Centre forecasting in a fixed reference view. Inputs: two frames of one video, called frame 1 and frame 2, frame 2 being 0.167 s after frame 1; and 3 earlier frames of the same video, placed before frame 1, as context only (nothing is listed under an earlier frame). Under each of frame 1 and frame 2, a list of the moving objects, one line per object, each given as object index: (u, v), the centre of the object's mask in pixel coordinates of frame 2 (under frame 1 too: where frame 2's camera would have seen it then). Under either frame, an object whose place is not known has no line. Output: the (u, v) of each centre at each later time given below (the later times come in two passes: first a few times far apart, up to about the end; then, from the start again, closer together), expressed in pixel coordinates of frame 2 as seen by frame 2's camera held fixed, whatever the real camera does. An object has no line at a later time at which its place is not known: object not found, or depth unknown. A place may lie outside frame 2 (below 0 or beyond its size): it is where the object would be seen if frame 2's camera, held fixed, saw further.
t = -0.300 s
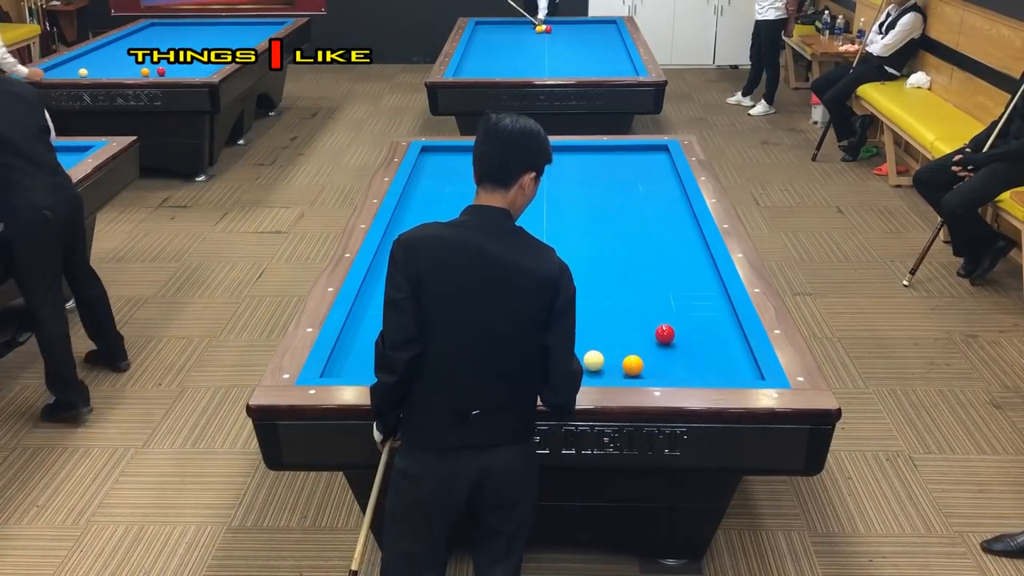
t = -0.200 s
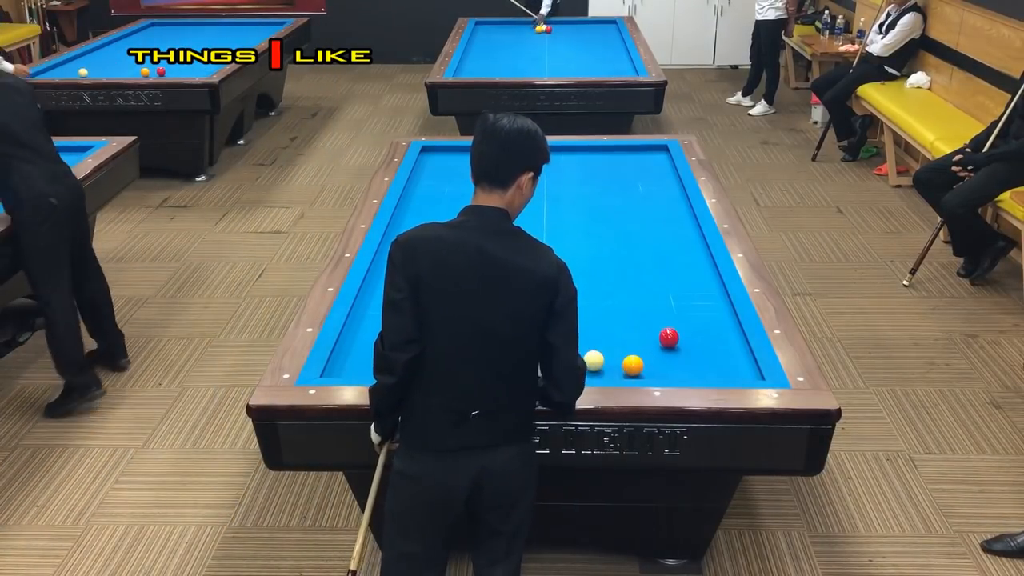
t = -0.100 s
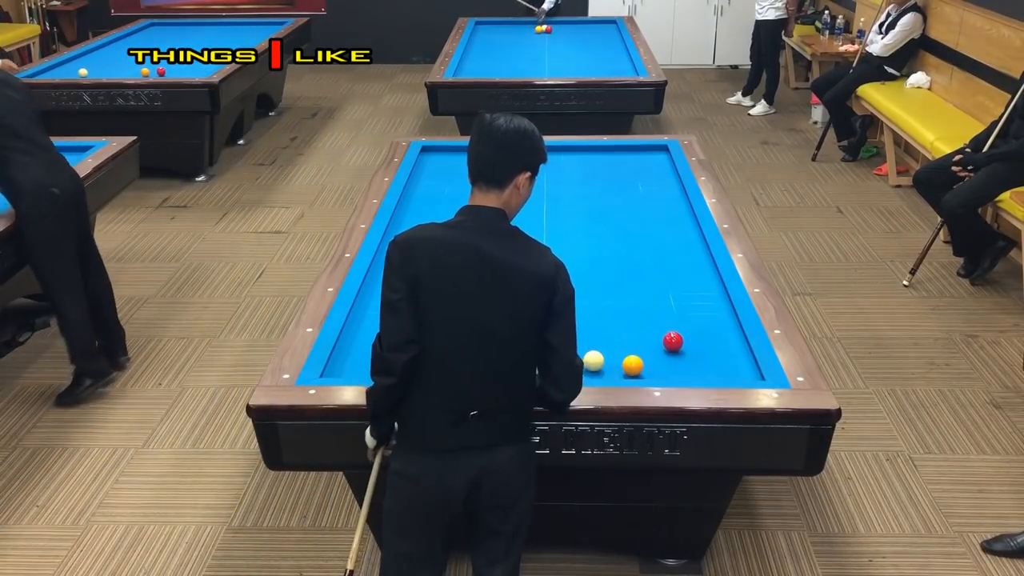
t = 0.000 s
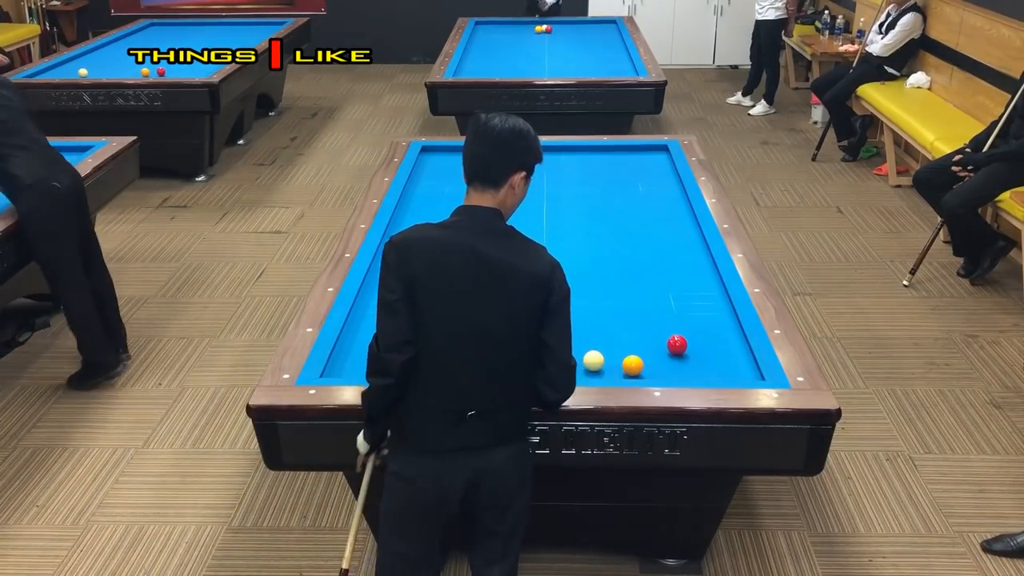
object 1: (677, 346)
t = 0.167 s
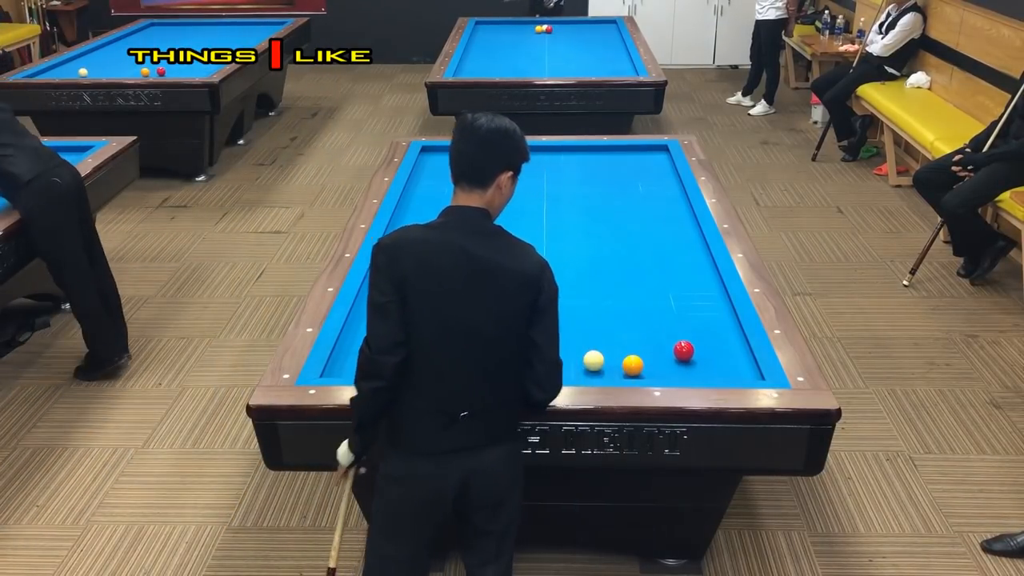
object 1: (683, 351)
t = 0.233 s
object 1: (686, 354)
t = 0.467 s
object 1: (695, 362)
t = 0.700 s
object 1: (704, 369)
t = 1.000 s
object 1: (713, 373)
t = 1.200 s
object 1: (715, 371)
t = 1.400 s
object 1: (717, 369)
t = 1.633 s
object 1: (718, 366)
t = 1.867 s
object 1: (720, 362)
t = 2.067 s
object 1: (721, 360)
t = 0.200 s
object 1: (685, 353)
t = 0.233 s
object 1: (686, 354)
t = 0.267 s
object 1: (687, 355)
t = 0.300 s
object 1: (688, 356)
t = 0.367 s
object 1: (691, 358)
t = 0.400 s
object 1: (692, 360)
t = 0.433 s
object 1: (694, 361)
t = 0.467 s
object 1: (695, 362)
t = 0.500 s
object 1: (697, 363)
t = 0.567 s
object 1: (699, 366)
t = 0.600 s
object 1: (700, 367)
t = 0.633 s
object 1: (701, 368)
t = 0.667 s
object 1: (703, 369)
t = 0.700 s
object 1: (704, 369)
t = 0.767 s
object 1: (707, 371)
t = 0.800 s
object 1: (708, 372)
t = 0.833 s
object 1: (709, 372)
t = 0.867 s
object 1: (710, 373)
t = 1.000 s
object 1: (713, 373)
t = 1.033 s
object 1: (714, 373)
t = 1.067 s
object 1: (714, 373)
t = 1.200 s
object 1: (715, 371)
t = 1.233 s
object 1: (715, 371)
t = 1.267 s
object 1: (716, 370)
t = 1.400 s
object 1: (717, 369)
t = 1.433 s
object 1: (717, 369)
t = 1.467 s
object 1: (717, 368)
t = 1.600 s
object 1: (718, 366)
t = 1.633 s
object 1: (718, 366)
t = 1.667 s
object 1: (719, 365)
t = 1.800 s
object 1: (720, 363)
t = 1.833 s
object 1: (720, 363)
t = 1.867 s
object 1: (720, 362)
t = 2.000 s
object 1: (721, 360)
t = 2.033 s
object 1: (721, 360)
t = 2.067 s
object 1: (721, 360)
